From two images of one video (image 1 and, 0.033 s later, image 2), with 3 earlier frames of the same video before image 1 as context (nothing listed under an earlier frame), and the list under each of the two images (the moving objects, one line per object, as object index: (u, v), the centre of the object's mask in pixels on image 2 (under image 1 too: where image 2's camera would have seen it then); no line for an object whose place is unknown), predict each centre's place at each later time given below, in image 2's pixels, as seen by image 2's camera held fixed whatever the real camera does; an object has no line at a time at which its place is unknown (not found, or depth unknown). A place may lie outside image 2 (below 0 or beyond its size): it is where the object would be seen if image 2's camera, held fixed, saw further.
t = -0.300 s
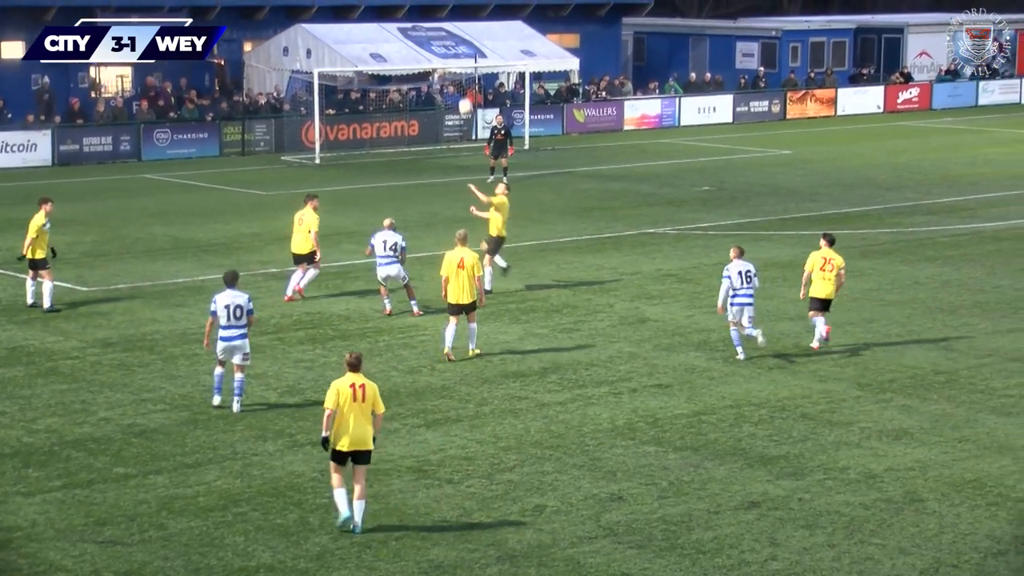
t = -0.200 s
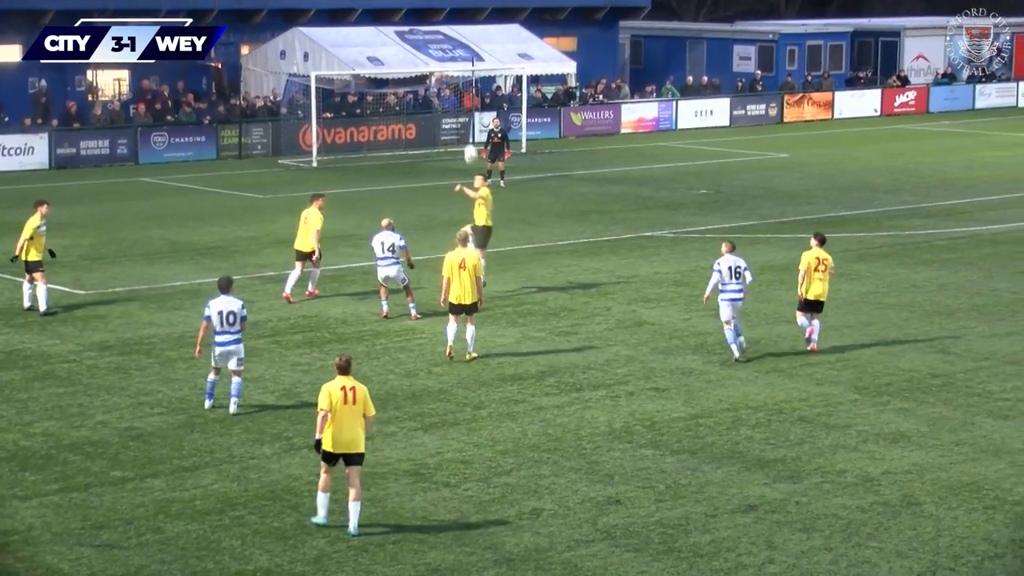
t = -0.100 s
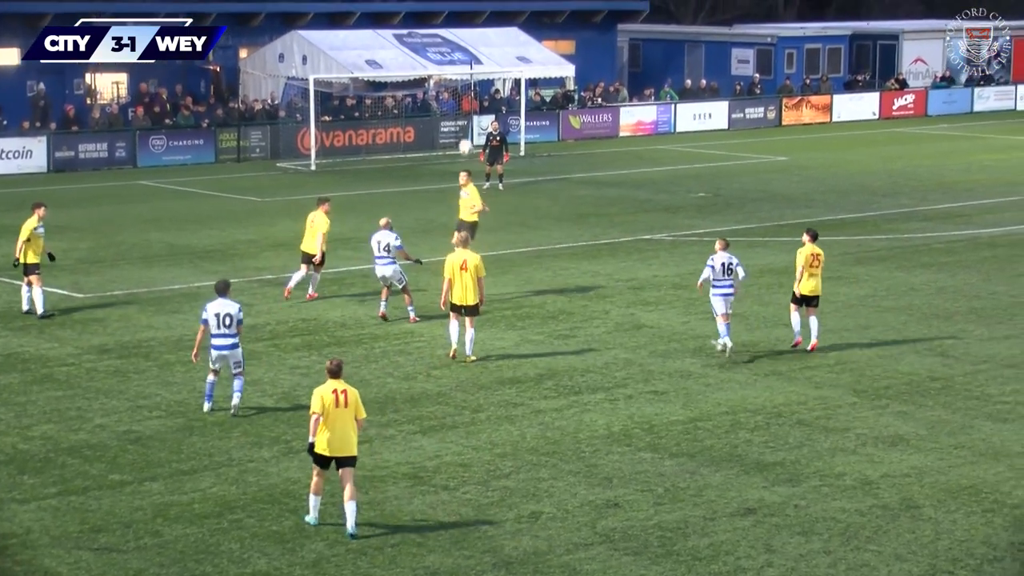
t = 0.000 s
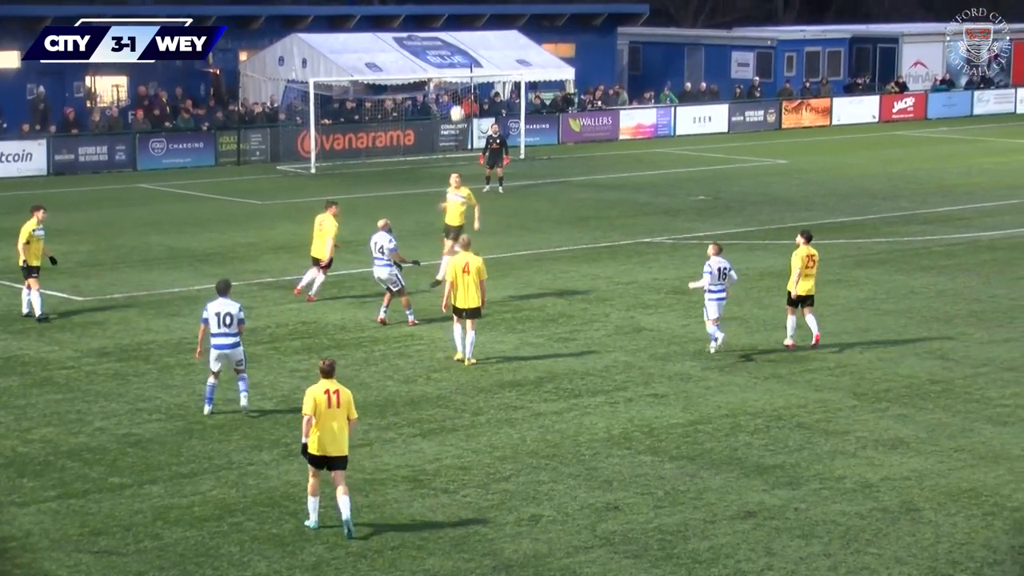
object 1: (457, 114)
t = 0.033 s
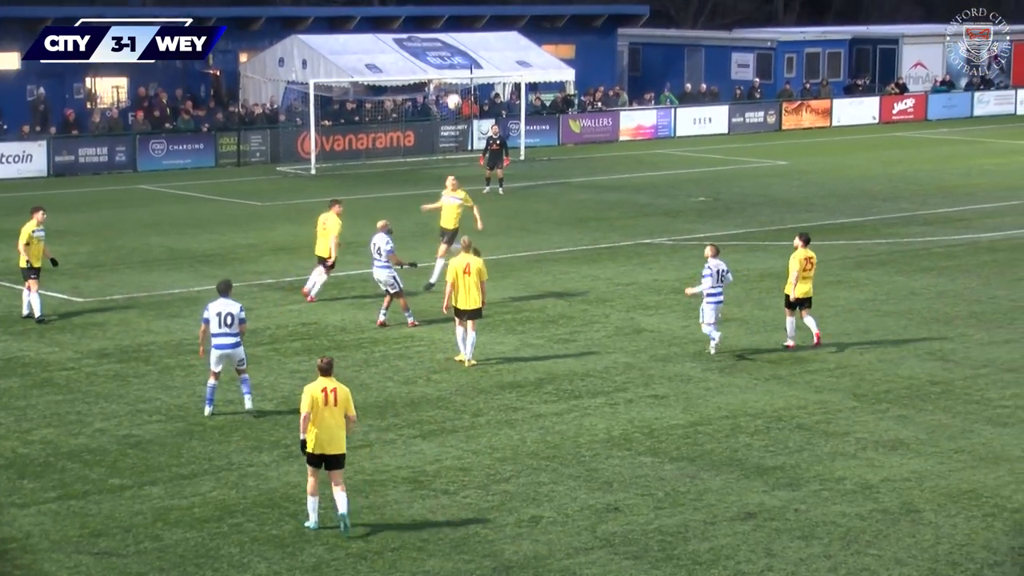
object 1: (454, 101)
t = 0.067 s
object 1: (450, 89)
